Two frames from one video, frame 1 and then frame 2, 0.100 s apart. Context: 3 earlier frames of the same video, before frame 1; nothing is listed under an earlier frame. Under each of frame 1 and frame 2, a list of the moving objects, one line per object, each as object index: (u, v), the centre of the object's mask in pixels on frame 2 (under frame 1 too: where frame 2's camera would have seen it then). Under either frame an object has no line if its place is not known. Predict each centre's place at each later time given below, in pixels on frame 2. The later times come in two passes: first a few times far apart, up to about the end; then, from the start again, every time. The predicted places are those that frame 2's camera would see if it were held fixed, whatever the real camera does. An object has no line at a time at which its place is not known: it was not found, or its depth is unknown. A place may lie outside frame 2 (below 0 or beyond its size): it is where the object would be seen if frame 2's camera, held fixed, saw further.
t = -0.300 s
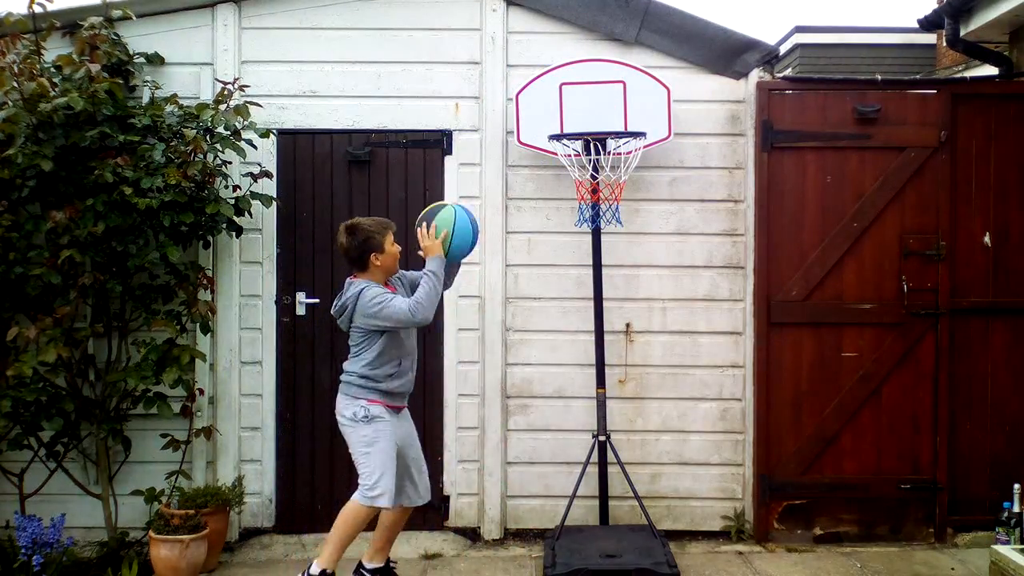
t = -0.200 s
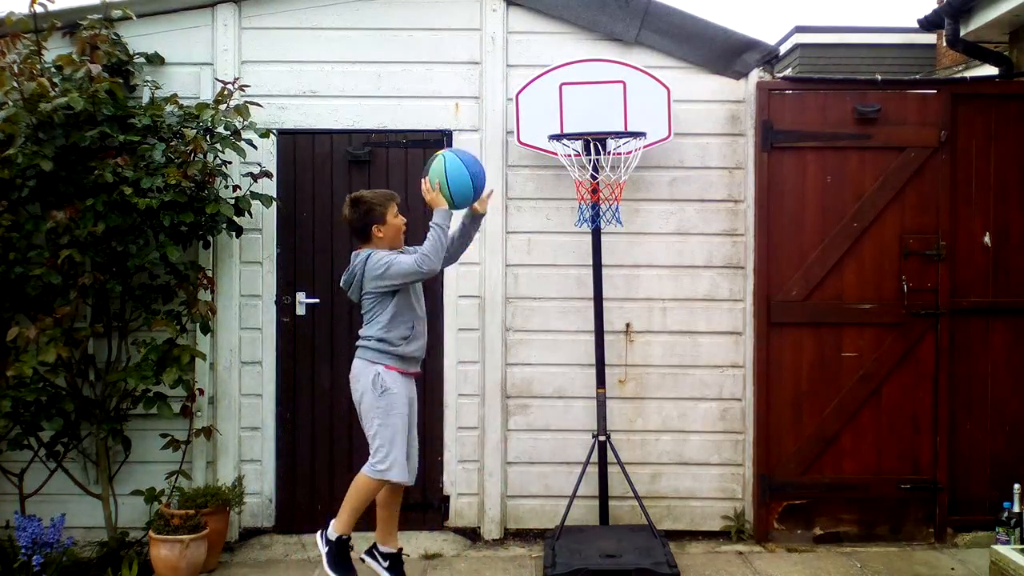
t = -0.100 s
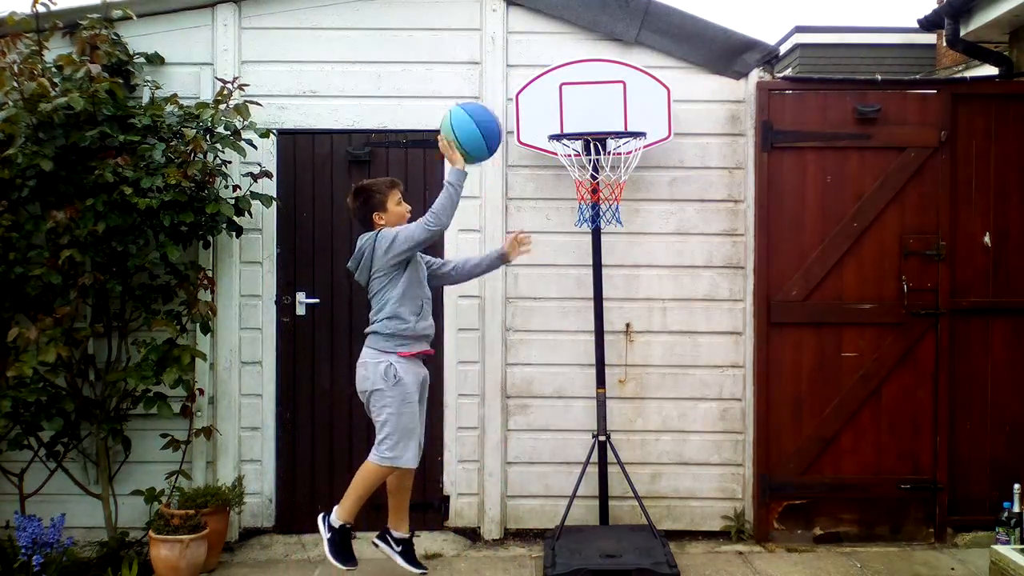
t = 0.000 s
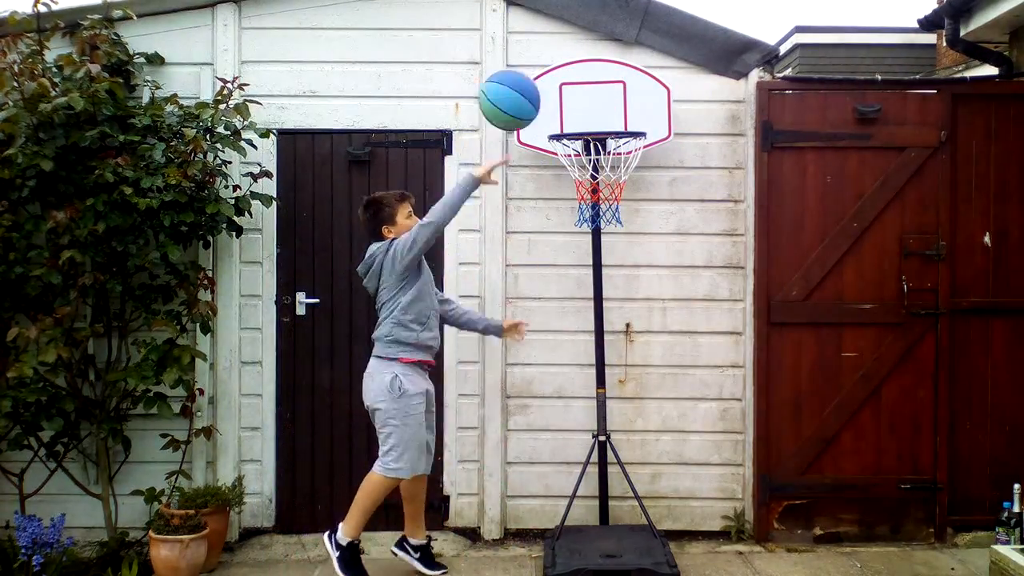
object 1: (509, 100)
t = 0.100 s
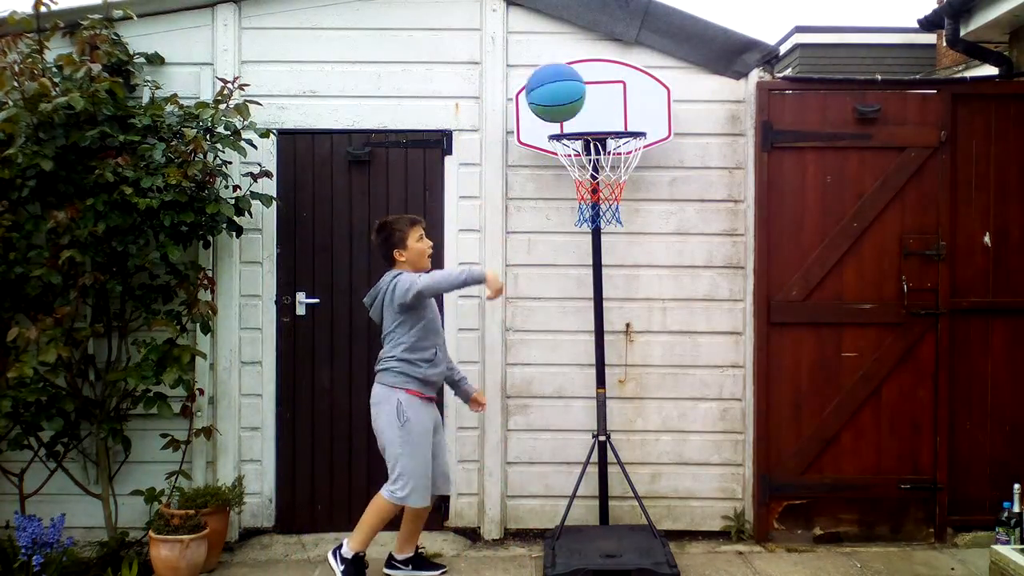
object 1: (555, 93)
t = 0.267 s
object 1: (611, 98)
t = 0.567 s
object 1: (644, 105)
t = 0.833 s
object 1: (634, 106)
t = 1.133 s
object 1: (632, 106)
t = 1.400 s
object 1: (636, 107)
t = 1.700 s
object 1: (655, 116)
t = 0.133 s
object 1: (570, 95)
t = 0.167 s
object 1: (585, 101)
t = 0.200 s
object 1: (596, 103)
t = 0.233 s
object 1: (603, 100)
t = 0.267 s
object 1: (611, 98)
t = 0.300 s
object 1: (618, 99)
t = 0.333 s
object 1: (625, 103)
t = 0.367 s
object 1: (631, 106)
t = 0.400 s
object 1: (635, 105)
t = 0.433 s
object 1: (639, 105)
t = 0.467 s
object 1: (642, 107)
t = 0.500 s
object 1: (643, 105)
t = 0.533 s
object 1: (644, 105)
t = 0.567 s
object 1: (644, 105)
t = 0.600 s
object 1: (644, 105)
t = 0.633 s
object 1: (643, 105)
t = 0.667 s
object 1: (641, 105)
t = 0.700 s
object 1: (640, 105)
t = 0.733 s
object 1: (638, 106)
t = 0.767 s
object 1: (637, 106)
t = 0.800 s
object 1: (635, 106)
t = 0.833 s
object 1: (634, 106)
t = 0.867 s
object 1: (634, 106)
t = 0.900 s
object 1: (633, 107)
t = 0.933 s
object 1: (632, 106)
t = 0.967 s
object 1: (632, 106)
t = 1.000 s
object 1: (632, 106)
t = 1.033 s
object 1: (632, 106)
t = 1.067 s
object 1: (632, 106)
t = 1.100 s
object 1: (632, 106)
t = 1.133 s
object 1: (632, 106)
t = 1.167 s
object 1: (632, 106)
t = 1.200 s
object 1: (632, 106)
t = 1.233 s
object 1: (633, 106)
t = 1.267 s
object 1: (633, 106)
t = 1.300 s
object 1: (634, 106)
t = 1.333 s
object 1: (634, 106)
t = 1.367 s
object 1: (635, 107)
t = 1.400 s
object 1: (636, 107)
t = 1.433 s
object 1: (637, 107)
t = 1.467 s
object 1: (639, 107)
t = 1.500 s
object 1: (641, 107)
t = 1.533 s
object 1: (643, 107)
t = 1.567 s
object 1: (645, 108)
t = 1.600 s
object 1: (647, 109)
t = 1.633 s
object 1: (649, 111)
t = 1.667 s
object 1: (652, 113)
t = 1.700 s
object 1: (655, 116)
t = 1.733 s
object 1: (659, 118)
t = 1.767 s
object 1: (663, 124)
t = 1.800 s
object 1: (667, 132)
